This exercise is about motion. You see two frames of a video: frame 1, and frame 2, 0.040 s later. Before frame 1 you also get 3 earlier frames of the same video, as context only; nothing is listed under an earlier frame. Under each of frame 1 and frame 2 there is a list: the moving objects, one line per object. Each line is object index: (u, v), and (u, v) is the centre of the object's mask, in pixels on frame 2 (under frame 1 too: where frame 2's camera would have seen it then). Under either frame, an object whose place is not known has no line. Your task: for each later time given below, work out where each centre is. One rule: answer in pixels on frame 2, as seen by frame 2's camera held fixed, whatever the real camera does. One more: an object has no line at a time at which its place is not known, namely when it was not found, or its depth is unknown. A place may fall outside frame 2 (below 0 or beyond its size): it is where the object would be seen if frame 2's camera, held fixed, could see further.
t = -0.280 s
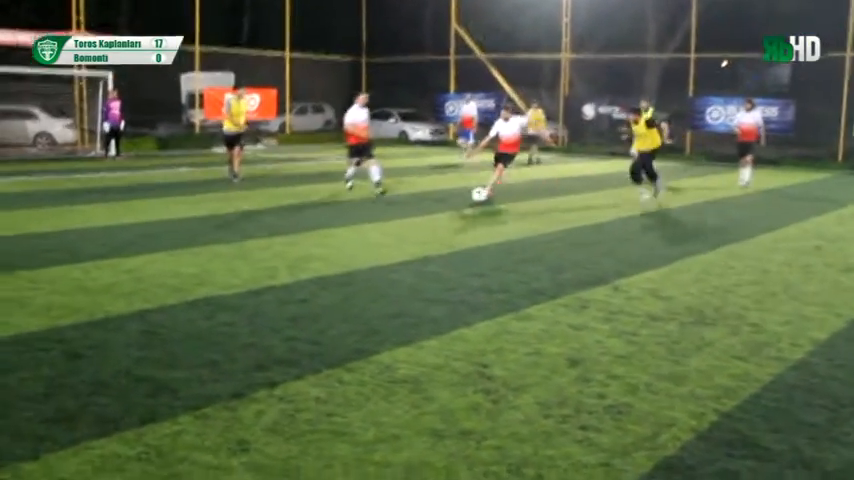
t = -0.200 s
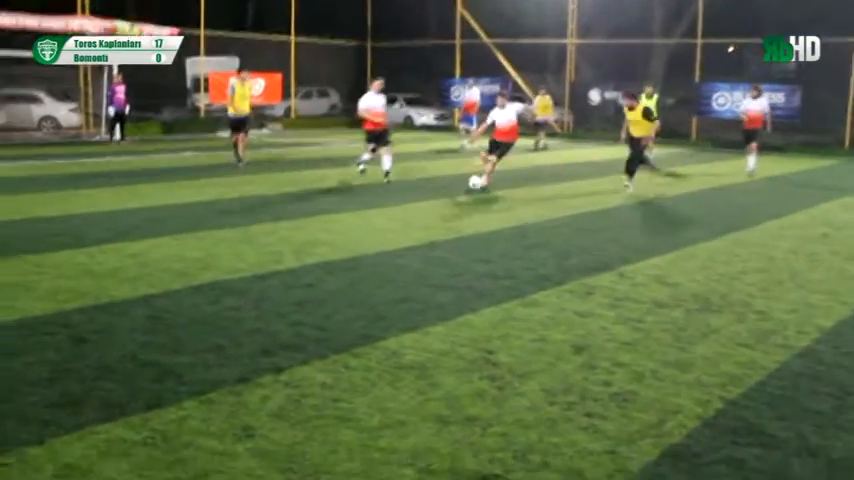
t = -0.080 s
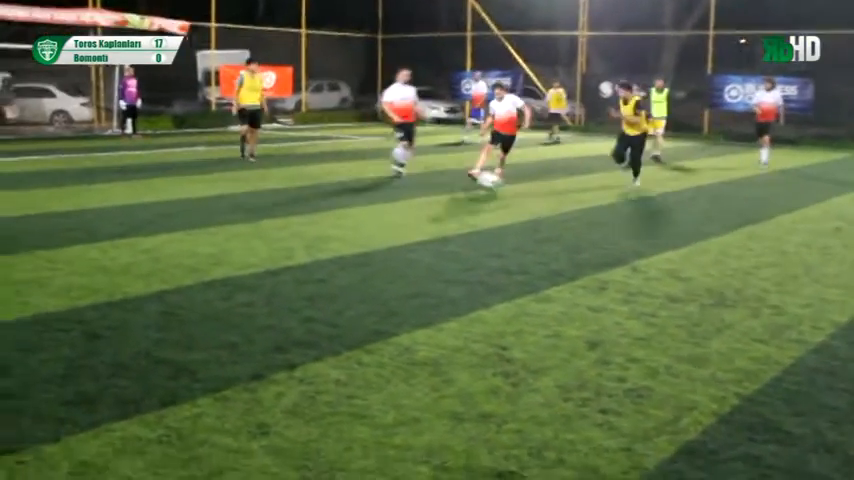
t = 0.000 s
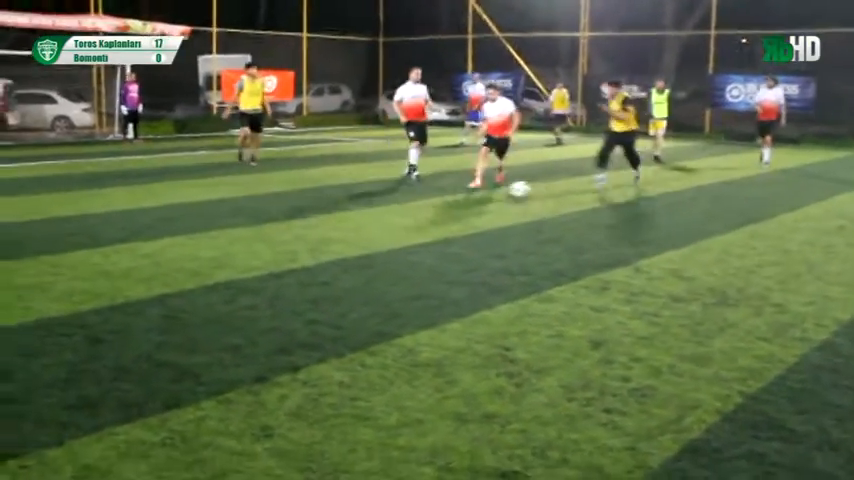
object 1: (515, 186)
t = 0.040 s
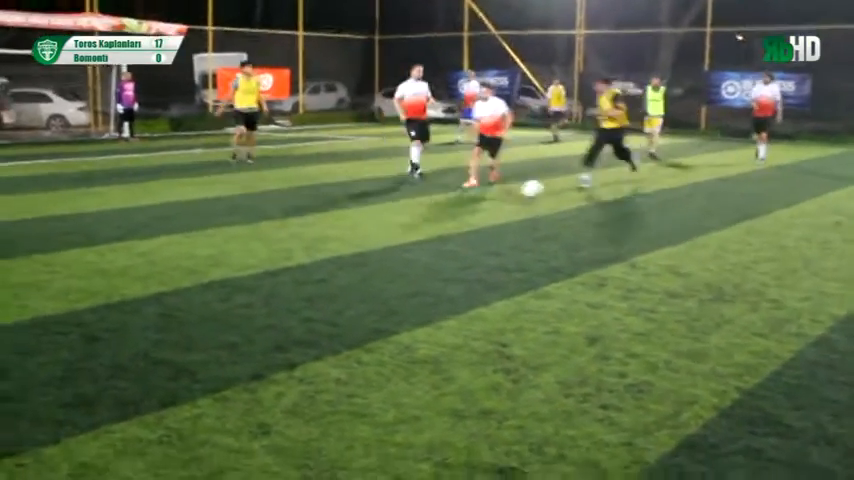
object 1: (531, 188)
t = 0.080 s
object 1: (548, 193)
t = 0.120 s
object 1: (565, 200)
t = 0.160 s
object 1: (583, 207)
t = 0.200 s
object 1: (599, 210)
